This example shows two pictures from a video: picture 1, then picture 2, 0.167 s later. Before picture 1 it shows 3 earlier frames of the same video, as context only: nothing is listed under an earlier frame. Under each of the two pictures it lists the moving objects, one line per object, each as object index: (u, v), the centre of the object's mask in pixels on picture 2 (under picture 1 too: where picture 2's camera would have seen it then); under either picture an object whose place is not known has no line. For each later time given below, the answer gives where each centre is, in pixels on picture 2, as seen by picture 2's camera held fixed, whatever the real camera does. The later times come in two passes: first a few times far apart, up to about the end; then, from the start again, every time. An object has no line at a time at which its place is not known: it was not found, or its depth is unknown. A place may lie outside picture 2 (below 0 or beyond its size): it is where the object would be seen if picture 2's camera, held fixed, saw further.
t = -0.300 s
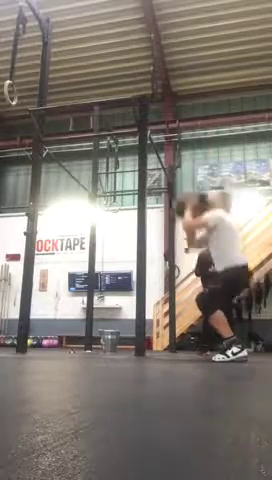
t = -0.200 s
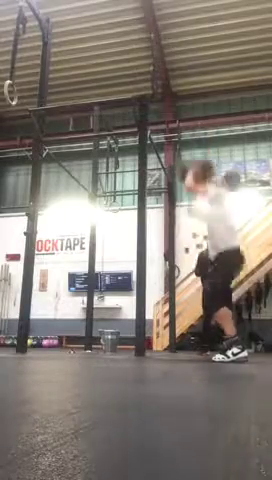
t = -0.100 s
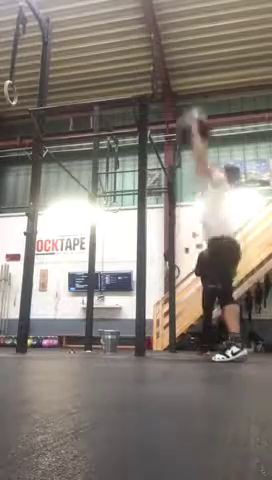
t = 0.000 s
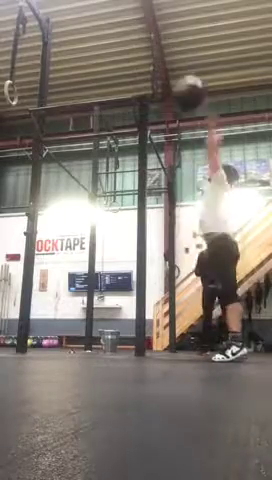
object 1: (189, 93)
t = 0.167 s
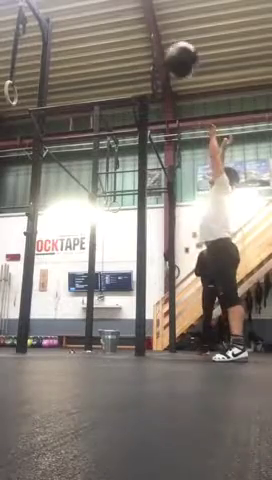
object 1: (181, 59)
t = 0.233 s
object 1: (178, 52)
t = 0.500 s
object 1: (171, 54)
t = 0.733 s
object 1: (178, 94)
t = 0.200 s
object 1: (179, 55)
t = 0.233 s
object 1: (178, 52)
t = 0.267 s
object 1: (176, 49)
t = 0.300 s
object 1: (175, 49)
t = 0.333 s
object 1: (174, 49)
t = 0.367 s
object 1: (173, 49)
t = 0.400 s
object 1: (172, 50)
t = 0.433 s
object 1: (171, 52)
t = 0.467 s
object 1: (171, 53)
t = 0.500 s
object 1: (171, 54)
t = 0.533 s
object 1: (172, 56)
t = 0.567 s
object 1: (174, 60)
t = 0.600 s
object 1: (175, 65)
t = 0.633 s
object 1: (176, 71)
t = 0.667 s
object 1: (176, 78)
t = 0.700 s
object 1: (177, 85)
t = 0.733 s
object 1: (178, 94)
